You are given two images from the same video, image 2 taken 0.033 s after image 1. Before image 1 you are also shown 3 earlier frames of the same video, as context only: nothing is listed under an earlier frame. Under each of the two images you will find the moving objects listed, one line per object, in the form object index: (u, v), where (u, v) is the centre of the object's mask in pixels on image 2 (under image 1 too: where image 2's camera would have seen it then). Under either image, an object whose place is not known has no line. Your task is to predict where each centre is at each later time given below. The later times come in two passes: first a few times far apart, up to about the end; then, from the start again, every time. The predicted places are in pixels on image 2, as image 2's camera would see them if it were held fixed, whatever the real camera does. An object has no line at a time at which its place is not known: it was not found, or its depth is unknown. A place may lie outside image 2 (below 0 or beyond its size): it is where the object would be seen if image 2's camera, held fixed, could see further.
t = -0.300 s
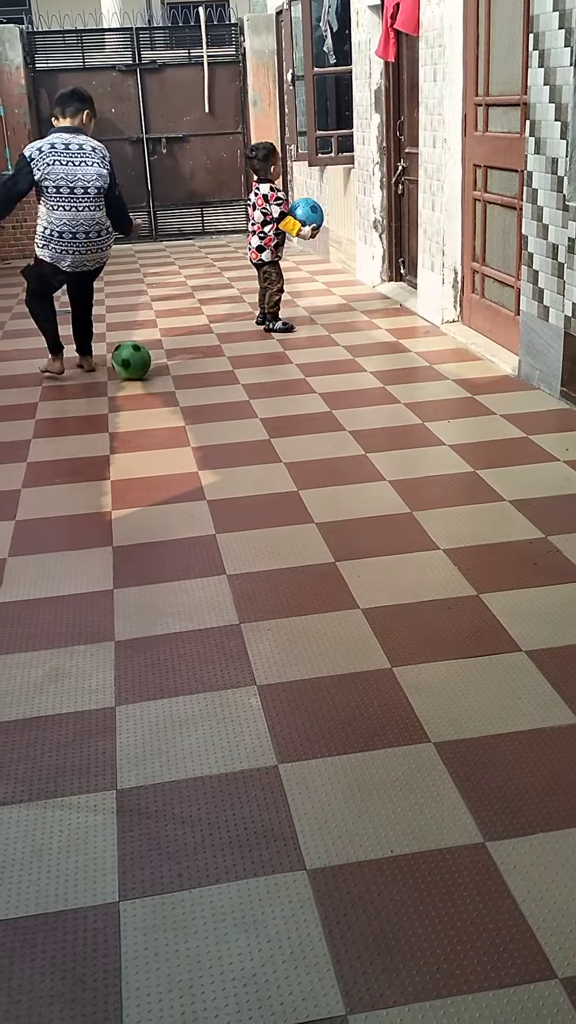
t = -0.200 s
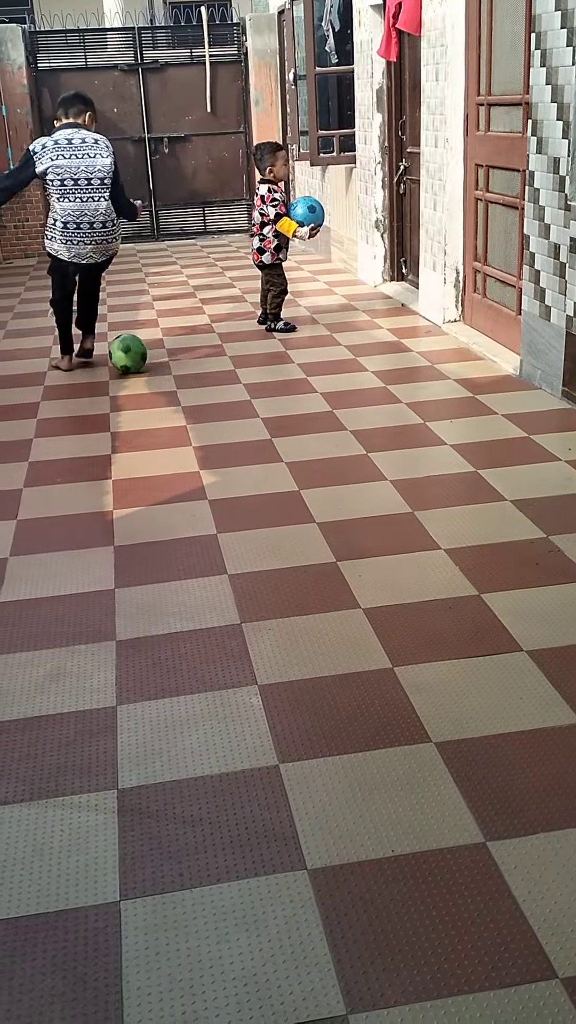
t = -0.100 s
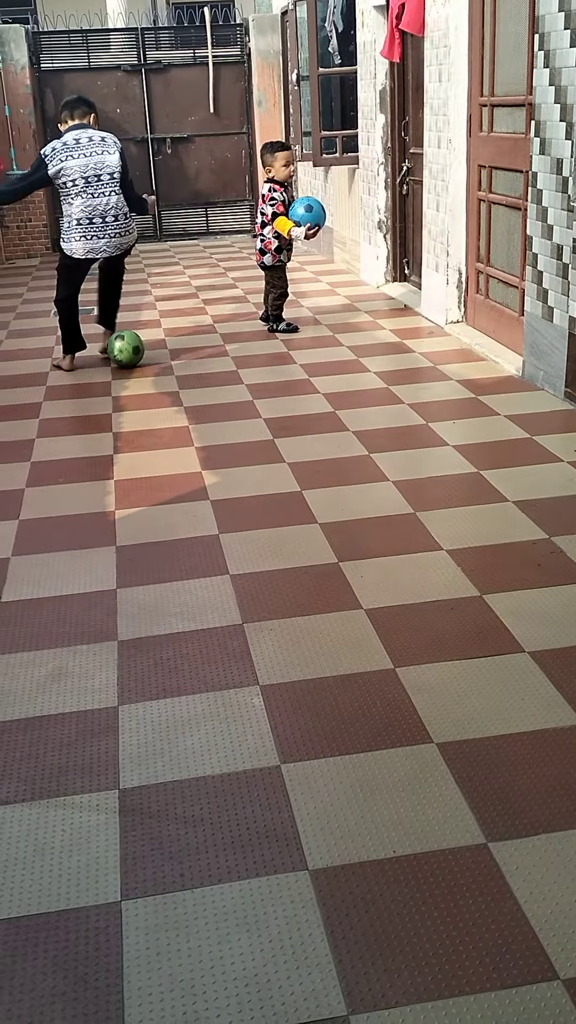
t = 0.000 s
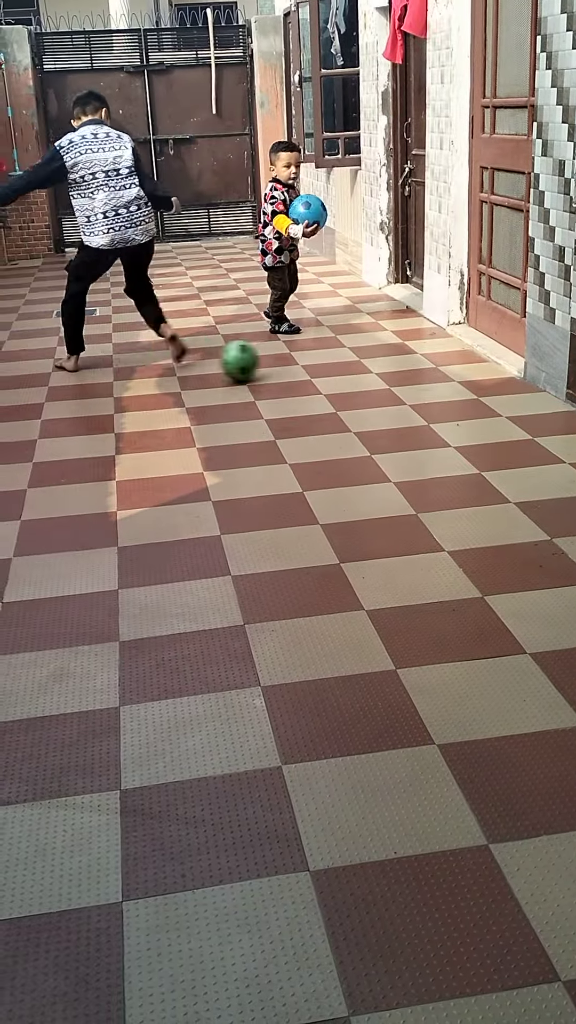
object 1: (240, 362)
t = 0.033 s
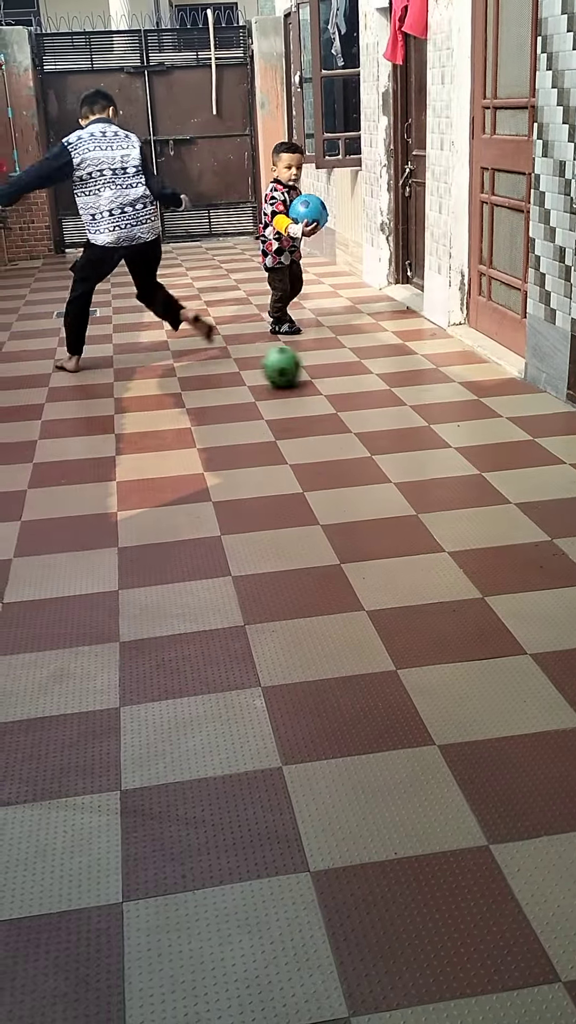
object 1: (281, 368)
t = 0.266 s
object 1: (557, 397)
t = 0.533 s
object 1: (504, 430)
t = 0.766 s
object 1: (445, 455)
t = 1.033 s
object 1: (373, 487)
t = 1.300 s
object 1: (290, 520)
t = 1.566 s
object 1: (199, 554)
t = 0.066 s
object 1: (321, 370)
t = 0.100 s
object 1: (361, 374)
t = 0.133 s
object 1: (401, 379)
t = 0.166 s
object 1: (440, 383)
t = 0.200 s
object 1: (479, 387)
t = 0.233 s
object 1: (518, 391)
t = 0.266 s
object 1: (557, 397)
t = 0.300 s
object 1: (566, 400)
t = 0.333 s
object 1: (557, 406)
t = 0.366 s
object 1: (546, 410)
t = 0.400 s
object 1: (535, 416)
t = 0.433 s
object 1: (528, 419)
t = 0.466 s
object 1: (521, 423)
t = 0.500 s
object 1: (513, 425)
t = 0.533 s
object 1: (504, 430)
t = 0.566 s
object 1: (494, 433)
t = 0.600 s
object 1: (485, 438)
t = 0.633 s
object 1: (476, 441)
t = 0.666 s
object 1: (468, 445)
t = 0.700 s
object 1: (461, 448)
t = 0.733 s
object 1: (453, 452)
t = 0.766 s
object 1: (445, 455)
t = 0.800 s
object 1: (436, 460)
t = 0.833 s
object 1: (426, 463)
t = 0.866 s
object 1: (416, 467)
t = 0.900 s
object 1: (407, 471)
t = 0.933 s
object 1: (398, 476)
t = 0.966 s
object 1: (389, 480)
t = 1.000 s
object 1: (381, 483)
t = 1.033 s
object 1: (373, 487)
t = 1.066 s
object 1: (363, 490)
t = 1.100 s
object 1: (353, 495)
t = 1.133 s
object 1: (342, 499)
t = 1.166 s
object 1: (330, 504)
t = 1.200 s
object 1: (319, 508)
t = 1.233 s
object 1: (309, 512)
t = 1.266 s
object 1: (299, 517)
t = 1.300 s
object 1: (290, 520)
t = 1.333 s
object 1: (281, 524)
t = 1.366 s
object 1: (270, 528)
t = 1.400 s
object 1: (259, 532)
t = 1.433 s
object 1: (248, 536)
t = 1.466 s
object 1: (236, 542)
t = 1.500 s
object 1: (223, 545)
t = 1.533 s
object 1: (210, 549)
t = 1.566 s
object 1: (199, 554)
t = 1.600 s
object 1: (188, 559)
